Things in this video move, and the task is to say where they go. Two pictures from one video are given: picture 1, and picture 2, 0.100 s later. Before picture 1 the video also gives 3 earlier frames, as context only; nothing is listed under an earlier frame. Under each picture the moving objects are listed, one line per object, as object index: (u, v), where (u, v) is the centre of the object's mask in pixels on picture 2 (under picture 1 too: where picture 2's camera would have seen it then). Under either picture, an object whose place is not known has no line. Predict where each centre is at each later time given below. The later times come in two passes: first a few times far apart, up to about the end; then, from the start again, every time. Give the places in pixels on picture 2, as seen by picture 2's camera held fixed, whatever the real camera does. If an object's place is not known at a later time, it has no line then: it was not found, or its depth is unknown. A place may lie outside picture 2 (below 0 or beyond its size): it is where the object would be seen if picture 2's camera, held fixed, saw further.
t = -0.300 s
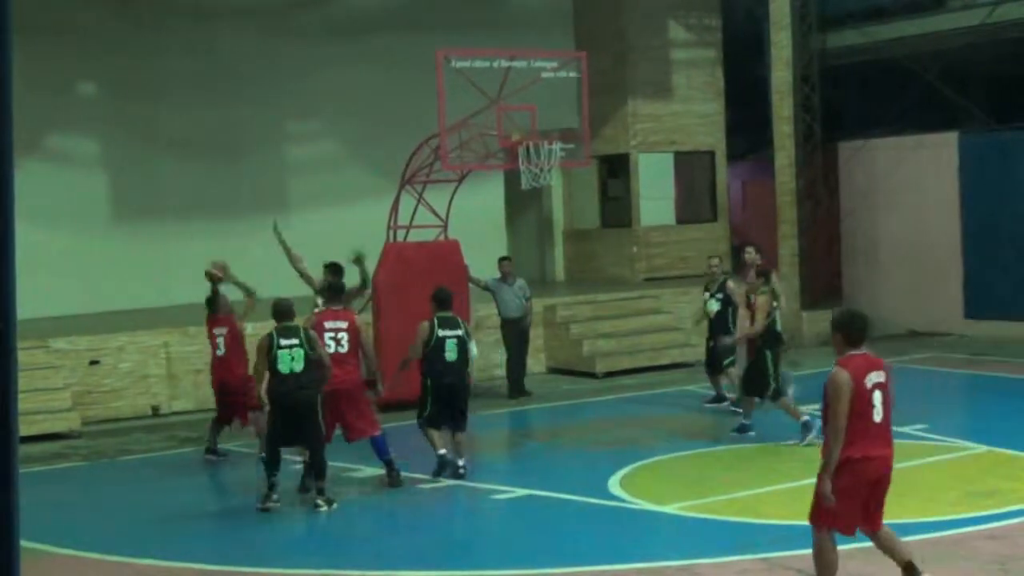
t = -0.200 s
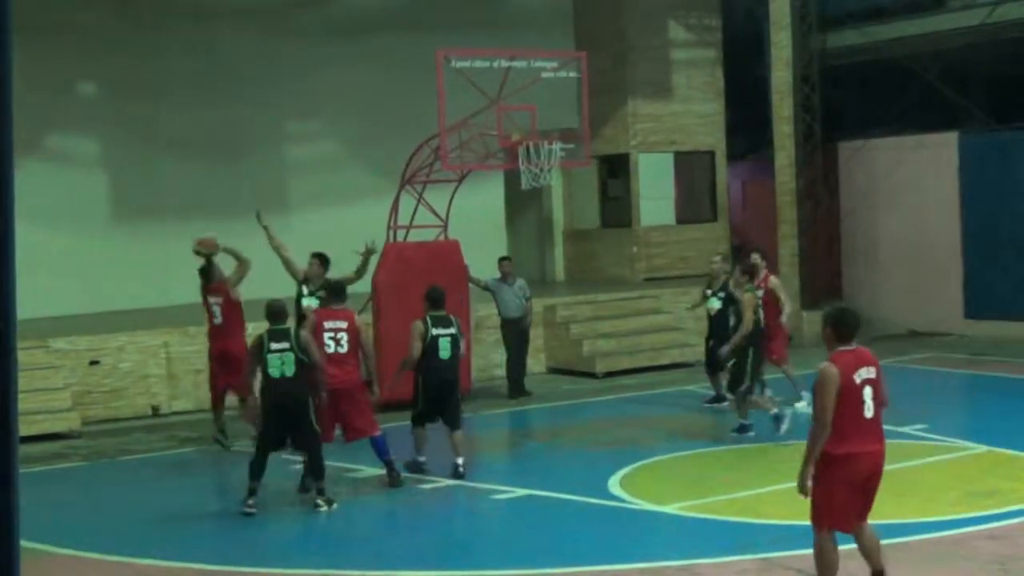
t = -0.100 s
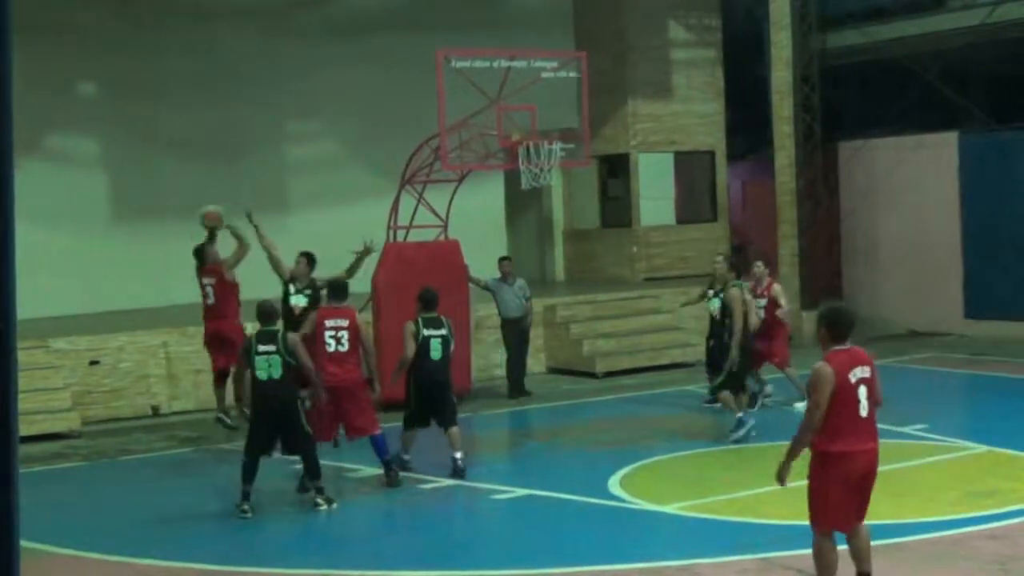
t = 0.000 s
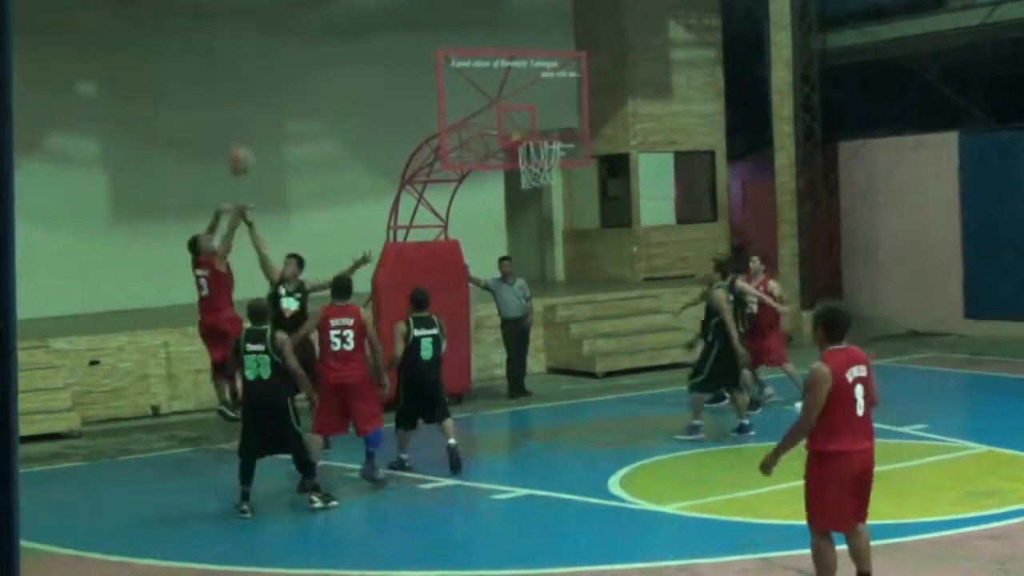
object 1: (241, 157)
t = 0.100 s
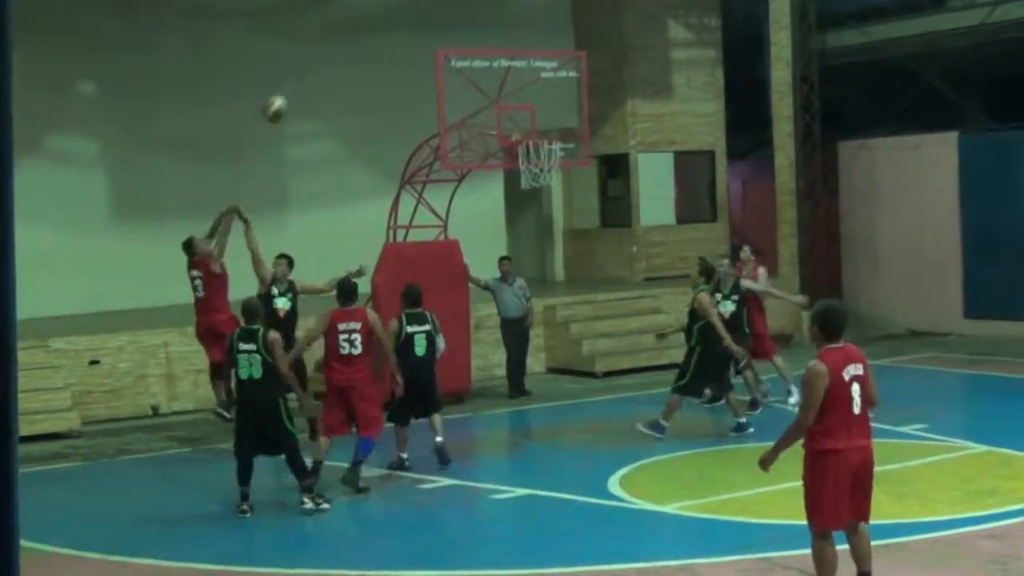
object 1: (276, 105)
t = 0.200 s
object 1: (307, 66)
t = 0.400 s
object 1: (373, 20)
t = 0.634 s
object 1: (446, 16)
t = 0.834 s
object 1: (510, 52)
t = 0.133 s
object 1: (286, 91)
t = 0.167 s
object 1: (296, 77)
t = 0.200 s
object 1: (307, 66)
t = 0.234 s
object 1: (317, 55)
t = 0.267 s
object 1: (329, 46)
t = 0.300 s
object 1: (341, 37)
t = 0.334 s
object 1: (351, 31)
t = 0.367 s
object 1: (363, 25)
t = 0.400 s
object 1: (373, 20)
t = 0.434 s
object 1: (383, 16)
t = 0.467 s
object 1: (395, 12)
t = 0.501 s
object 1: (404, 11)
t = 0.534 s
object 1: (415, 11)
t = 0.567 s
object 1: (425, 11)
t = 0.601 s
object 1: (436, 14)
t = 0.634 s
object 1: (446, 16)
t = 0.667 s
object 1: (457, 20)
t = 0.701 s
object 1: (468, 24)
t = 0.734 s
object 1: (480, 29)
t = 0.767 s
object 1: (489, 35)
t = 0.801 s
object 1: (501, 44)
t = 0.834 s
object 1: (510, 52)
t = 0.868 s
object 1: (519, 62)
